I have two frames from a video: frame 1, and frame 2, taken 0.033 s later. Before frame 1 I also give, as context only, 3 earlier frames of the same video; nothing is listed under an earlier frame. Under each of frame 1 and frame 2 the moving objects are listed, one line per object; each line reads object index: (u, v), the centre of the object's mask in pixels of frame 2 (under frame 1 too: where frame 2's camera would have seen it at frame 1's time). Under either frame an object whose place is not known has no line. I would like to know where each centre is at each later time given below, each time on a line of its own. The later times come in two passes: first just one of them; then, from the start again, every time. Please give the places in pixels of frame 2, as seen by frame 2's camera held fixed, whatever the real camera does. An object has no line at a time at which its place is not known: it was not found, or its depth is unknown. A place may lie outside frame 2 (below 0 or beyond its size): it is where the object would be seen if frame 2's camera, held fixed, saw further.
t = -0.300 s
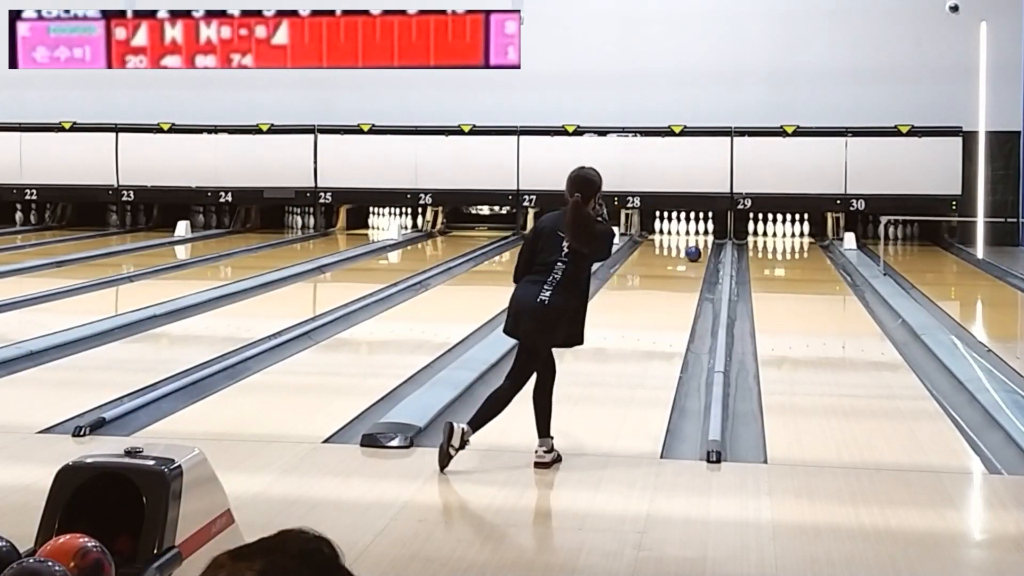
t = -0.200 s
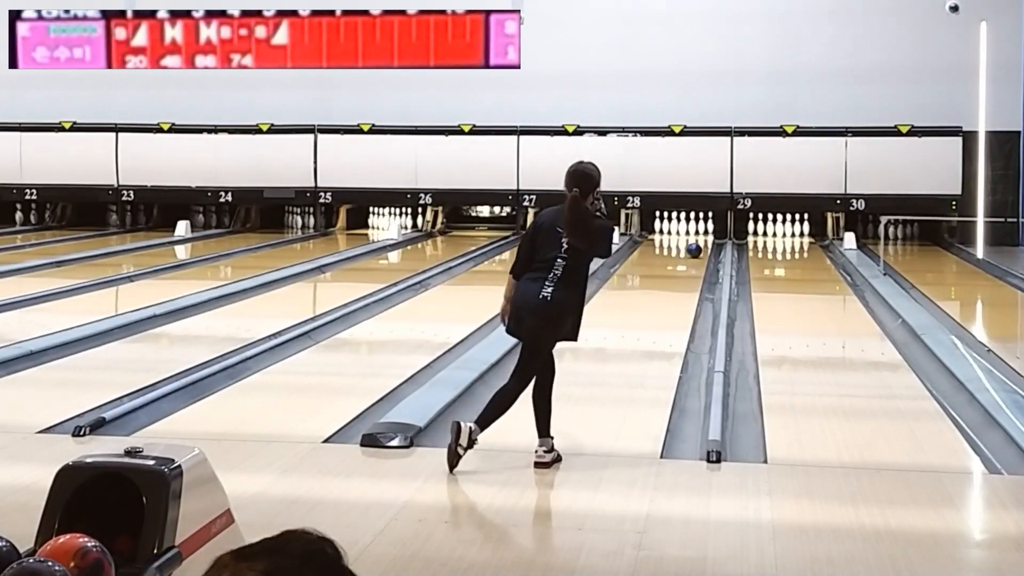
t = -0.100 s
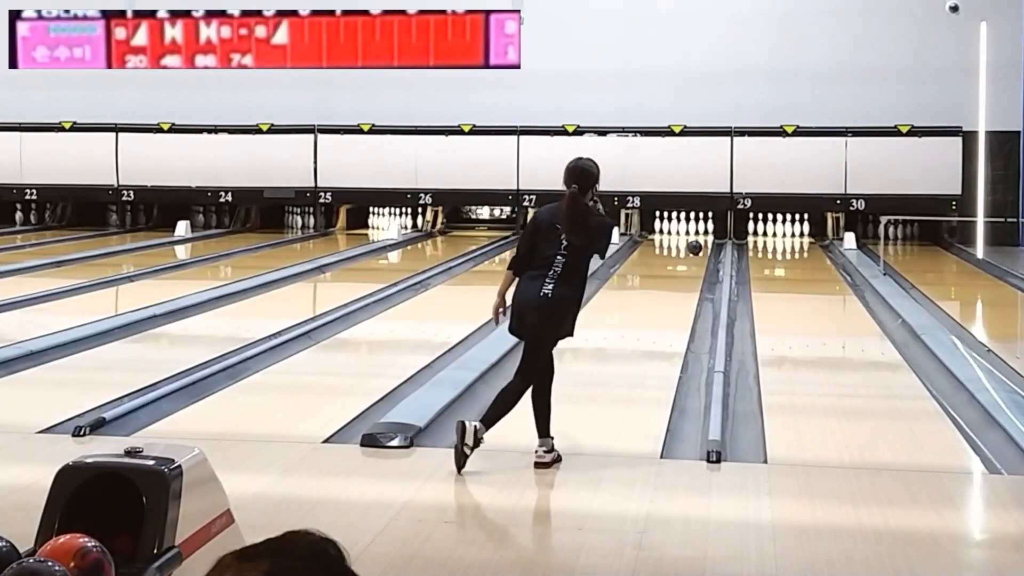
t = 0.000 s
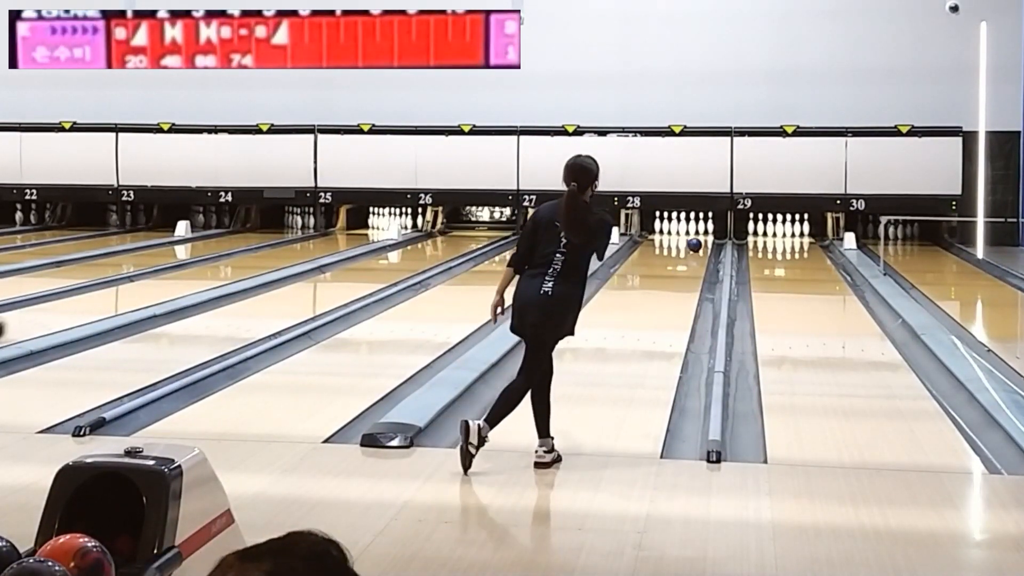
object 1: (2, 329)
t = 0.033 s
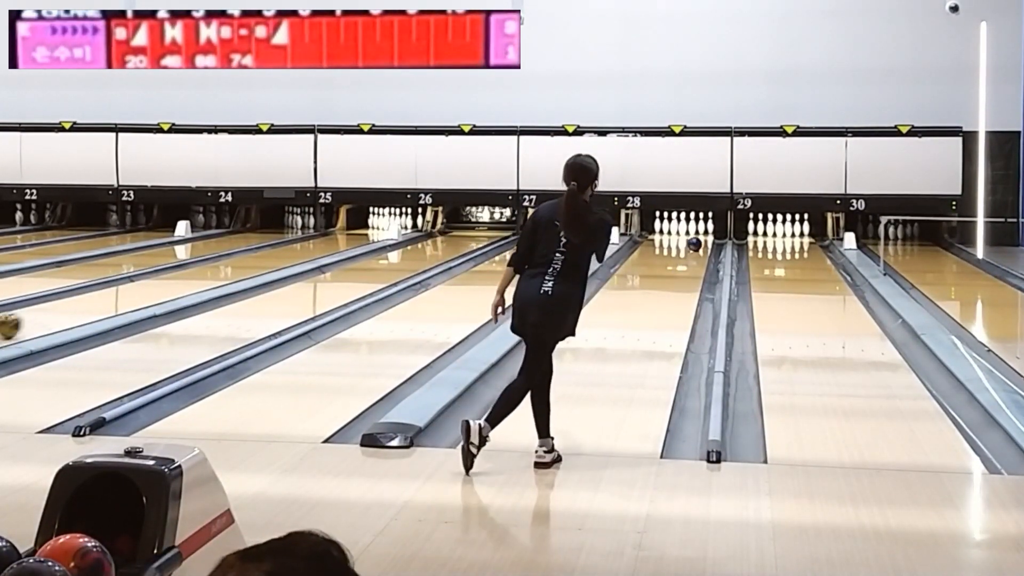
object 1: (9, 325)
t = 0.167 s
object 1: (67, 310)
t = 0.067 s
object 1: (24, 321)
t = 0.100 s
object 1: (39, 317)
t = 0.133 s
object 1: (53, 314)
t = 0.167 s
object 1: (67, 310)
